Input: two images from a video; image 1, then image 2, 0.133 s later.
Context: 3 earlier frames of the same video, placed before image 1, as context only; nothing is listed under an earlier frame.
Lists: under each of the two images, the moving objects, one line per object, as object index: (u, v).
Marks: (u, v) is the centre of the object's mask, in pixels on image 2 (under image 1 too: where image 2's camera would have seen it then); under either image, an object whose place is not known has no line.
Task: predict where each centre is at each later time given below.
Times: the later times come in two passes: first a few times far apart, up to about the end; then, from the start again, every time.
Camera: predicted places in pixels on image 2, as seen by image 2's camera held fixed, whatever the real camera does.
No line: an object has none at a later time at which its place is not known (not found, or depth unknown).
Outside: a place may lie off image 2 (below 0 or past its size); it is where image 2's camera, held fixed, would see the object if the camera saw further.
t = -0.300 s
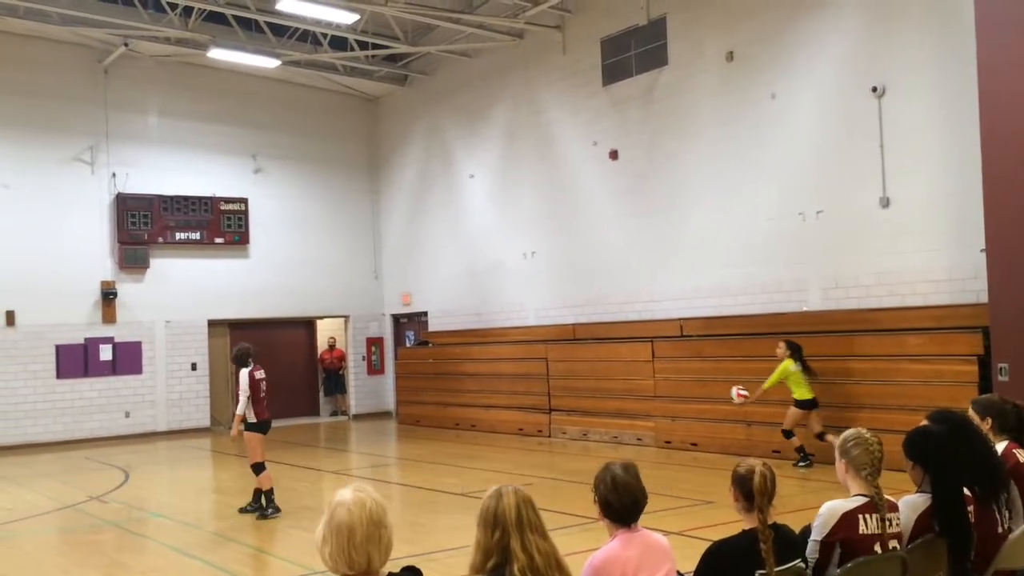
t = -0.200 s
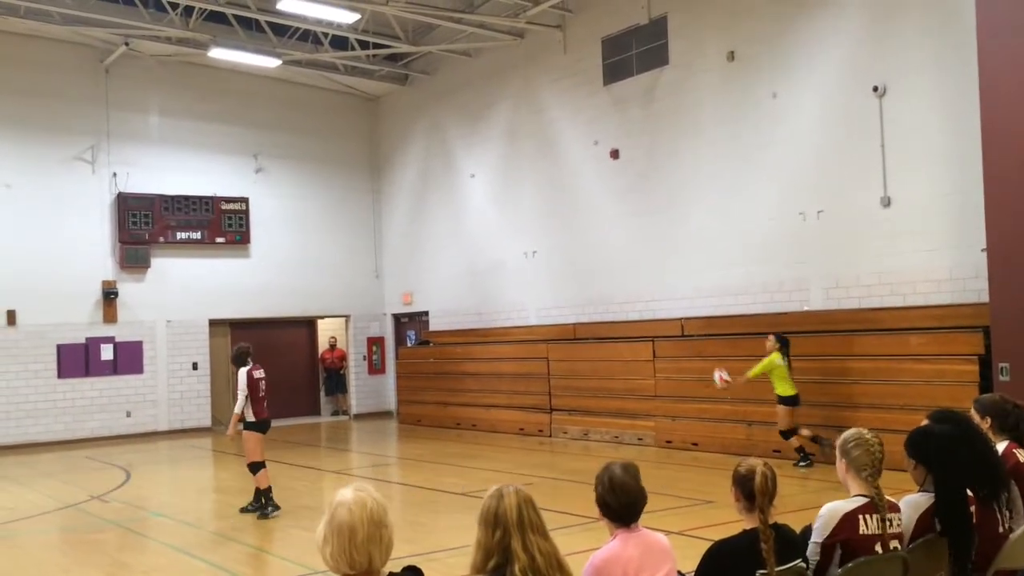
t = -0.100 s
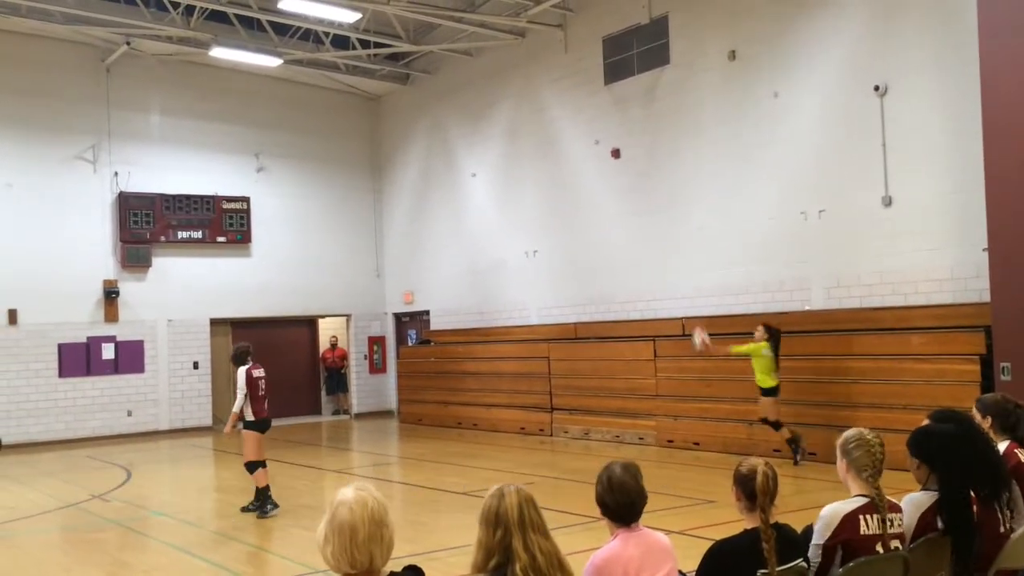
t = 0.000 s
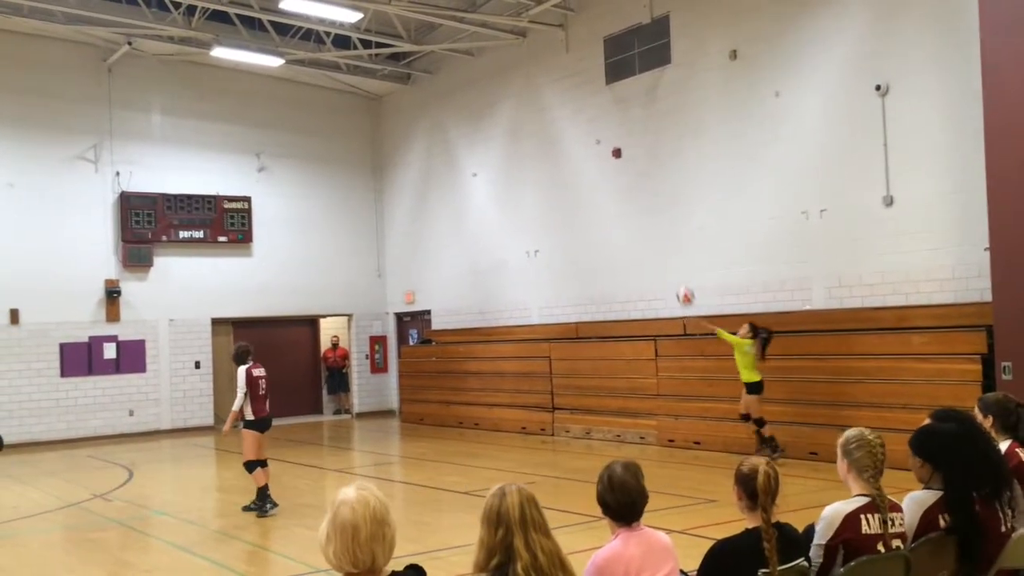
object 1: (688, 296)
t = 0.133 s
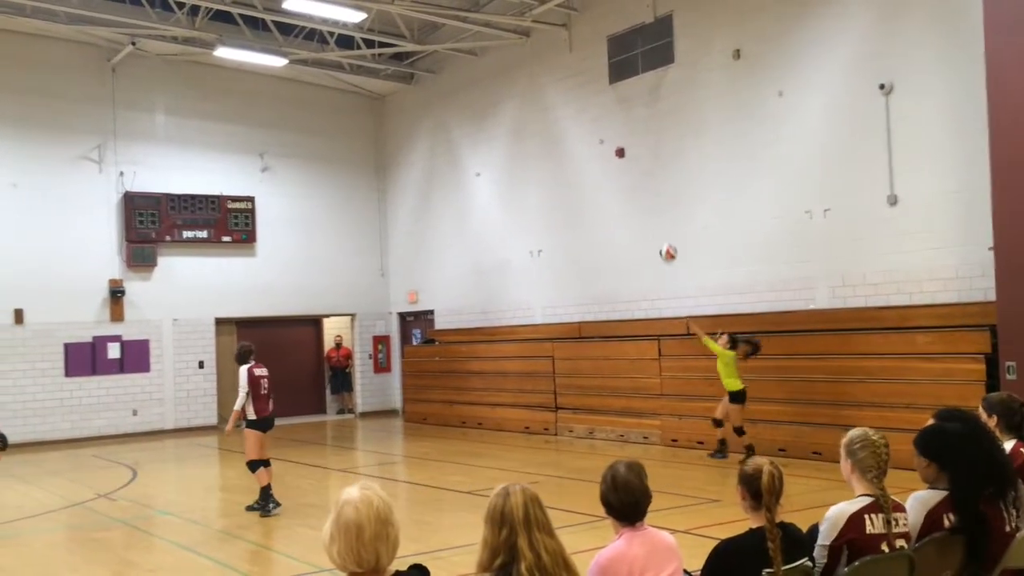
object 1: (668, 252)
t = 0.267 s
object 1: (649, 225)
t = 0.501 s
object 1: (619, 215)
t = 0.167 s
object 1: (663, 244)
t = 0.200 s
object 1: (658, 237)
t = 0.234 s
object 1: (653, 230)
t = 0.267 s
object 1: (649, 225)
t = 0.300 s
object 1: (644, 221)
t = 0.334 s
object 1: (640, 217)
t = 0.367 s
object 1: (636, 215)
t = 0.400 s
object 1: (631, 214)
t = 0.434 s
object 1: (627, 213)
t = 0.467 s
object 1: (623, 213)
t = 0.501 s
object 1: (619, 215)
